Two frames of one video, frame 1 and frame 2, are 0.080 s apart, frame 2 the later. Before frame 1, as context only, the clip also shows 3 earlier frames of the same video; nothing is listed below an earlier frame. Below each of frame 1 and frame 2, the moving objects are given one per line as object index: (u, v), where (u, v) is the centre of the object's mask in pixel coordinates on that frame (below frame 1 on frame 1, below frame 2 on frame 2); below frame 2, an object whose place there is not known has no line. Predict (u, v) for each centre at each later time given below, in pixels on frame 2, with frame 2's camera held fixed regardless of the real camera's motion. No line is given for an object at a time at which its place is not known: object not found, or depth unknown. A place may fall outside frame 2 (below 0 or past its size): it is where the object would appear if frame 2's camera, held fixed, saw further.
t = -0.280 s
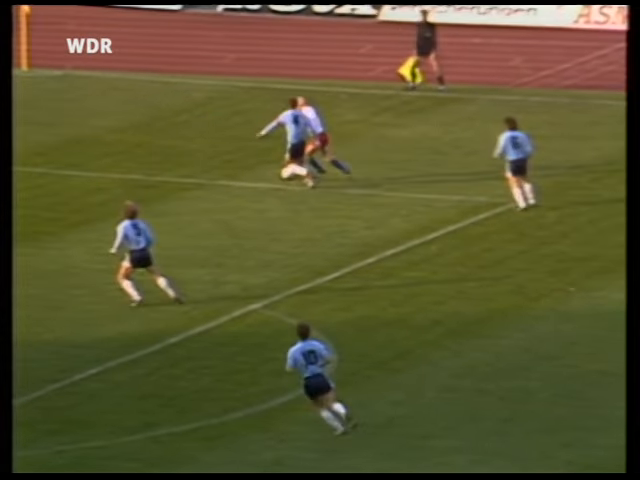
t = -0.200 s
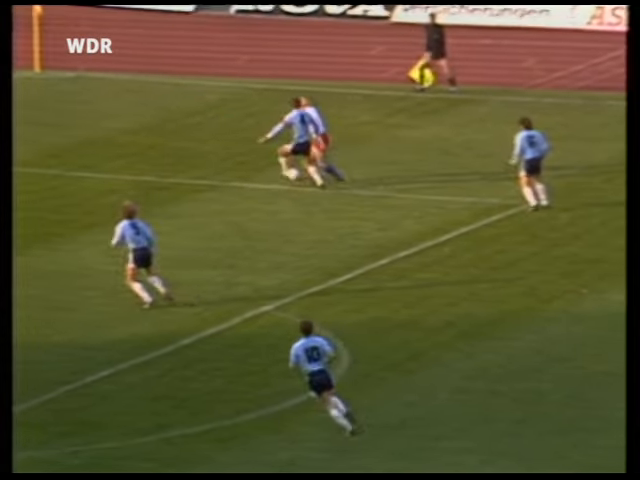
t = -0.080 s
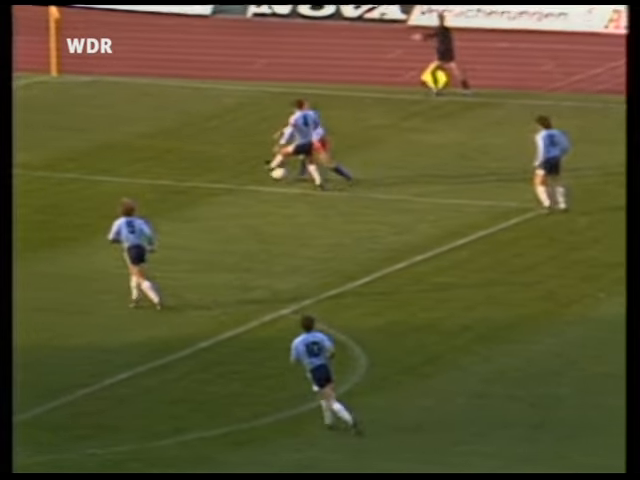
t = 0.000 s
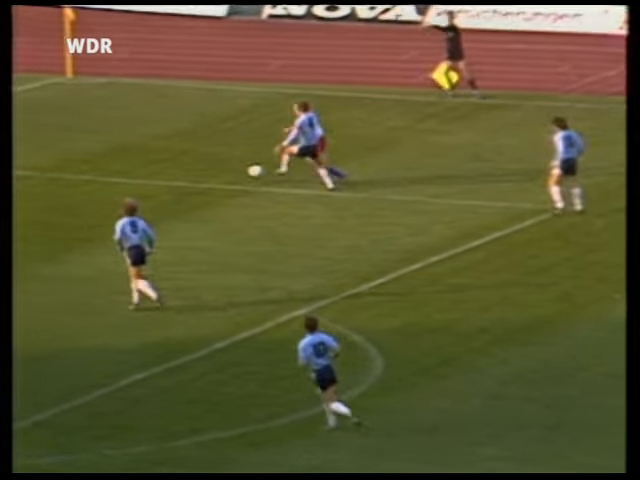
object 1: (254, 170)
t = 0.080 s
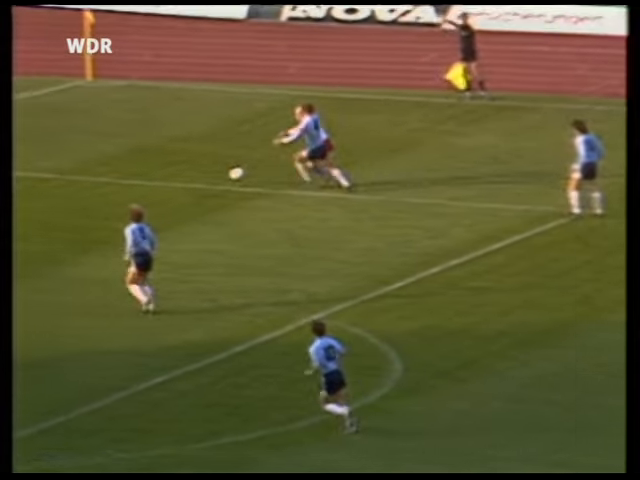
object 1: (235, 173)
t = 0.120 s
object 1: (217, 173)
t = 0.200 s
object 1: (179, 177)
